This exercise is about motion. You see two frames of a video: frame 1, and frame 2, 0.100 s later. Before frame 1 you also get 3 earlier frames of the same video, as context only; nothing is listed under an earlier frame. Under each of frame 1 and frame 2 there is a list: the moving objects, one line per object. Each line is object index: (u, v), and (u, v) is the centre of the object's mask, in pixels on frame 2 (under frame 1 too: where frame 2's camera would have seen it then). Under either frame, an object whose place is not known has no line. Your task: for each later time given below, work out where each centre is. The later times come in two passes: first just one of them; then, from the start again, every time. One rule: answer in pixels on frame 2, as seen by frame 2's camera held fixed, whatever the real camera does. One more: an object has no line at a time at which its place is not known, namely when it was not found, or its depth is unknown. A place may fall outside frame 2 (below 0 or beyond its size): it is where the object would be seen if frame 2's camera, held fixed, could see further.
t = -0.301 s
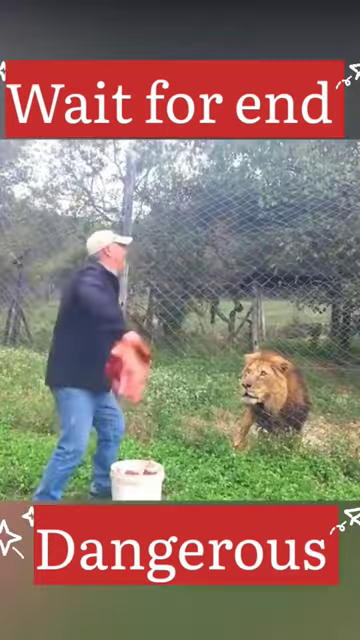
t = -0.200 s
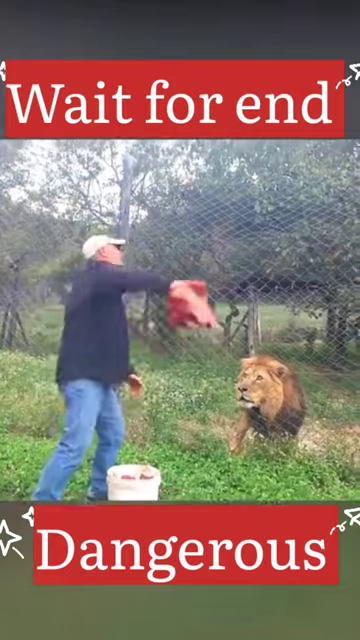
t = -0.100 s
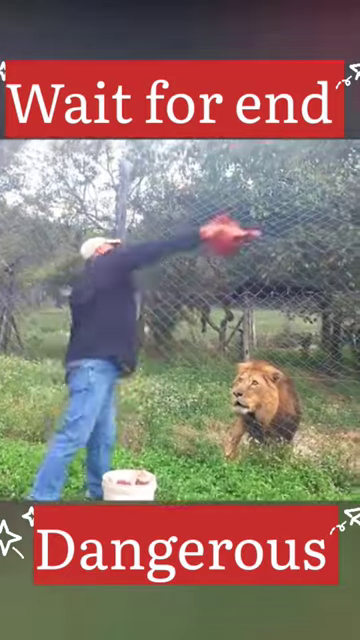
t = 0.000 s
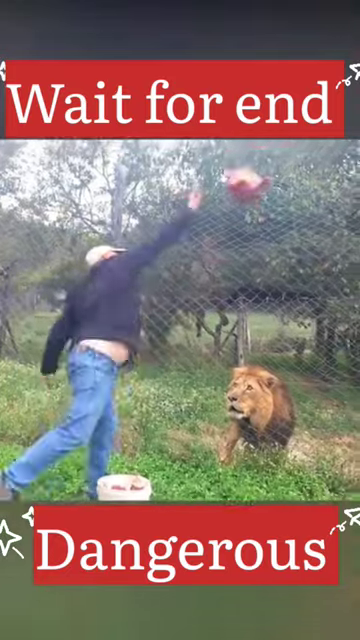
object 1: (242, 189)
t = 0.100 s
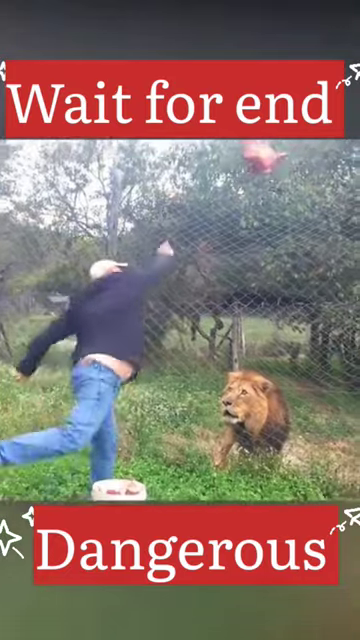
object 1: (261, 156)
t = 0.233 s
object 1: (281, 145)
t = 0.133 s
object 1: (268, 152)
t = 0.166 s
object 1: (274, 149)
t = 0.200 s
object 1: (278, 147)
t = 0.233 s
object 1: (281, 145)
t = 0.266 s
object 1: (284, 145)
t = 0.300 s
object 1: (287, 146)
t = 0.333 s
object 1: (291, 148)
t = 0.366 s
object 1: (294, 154)
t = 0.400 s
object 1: (297, 158)
